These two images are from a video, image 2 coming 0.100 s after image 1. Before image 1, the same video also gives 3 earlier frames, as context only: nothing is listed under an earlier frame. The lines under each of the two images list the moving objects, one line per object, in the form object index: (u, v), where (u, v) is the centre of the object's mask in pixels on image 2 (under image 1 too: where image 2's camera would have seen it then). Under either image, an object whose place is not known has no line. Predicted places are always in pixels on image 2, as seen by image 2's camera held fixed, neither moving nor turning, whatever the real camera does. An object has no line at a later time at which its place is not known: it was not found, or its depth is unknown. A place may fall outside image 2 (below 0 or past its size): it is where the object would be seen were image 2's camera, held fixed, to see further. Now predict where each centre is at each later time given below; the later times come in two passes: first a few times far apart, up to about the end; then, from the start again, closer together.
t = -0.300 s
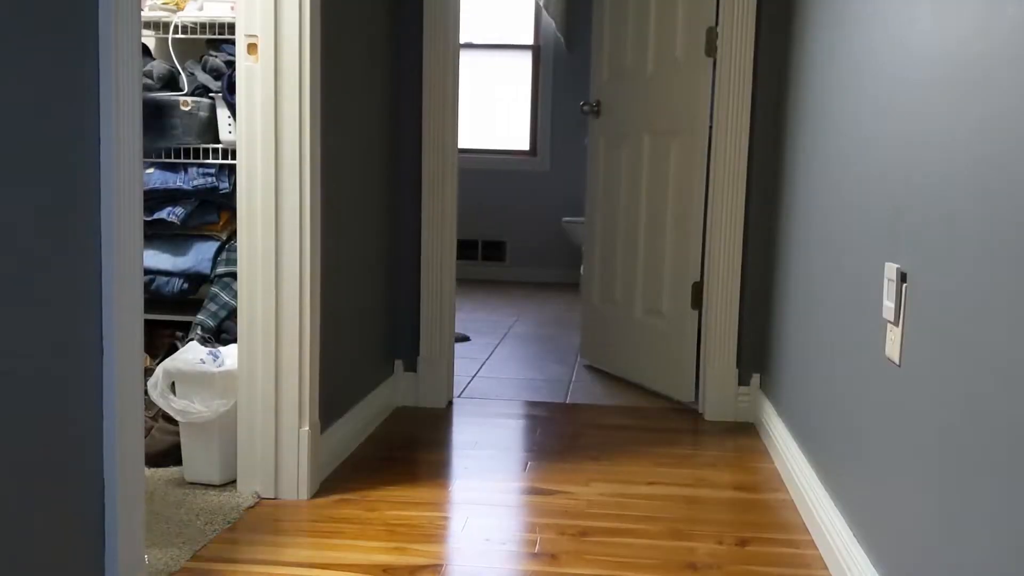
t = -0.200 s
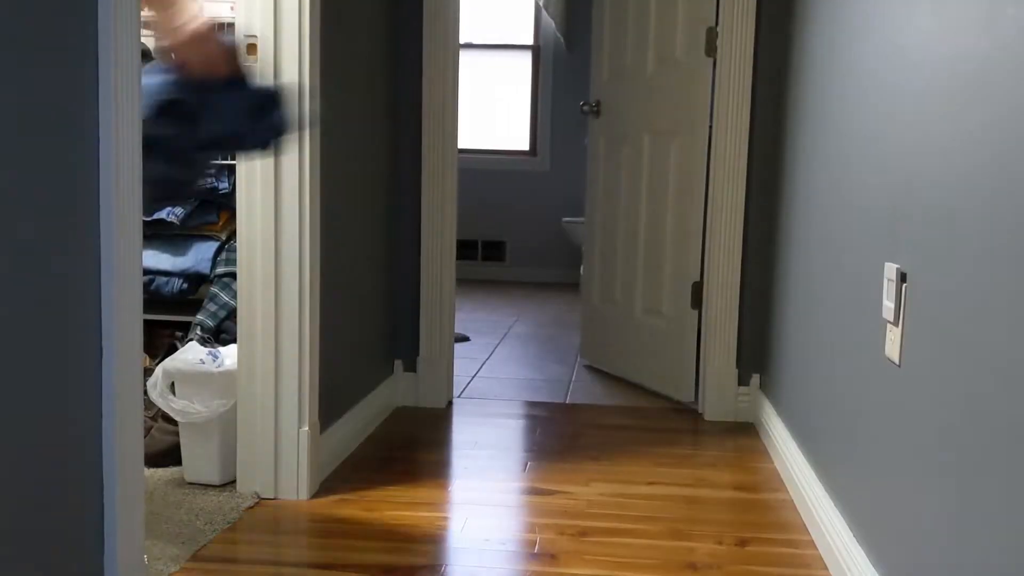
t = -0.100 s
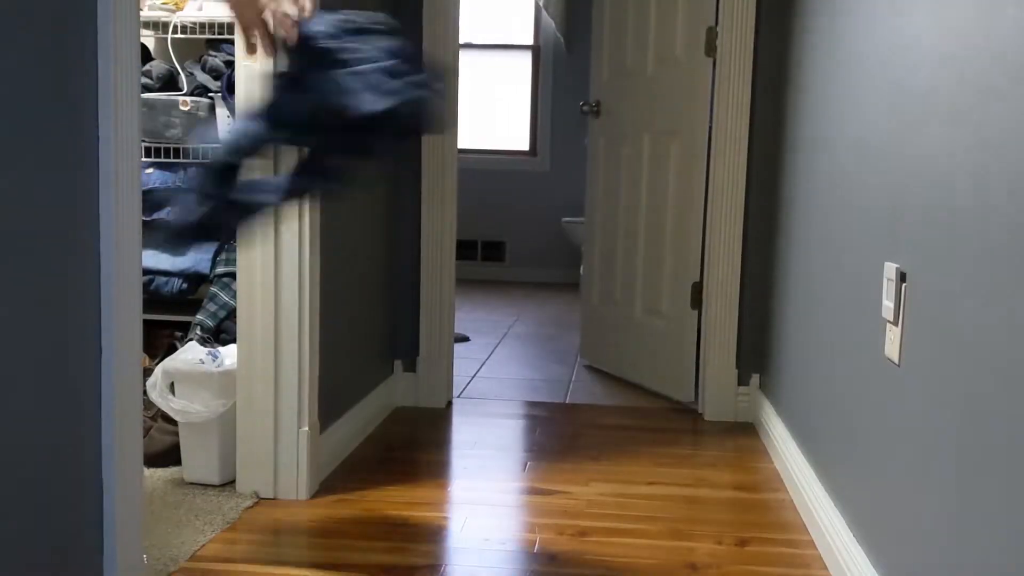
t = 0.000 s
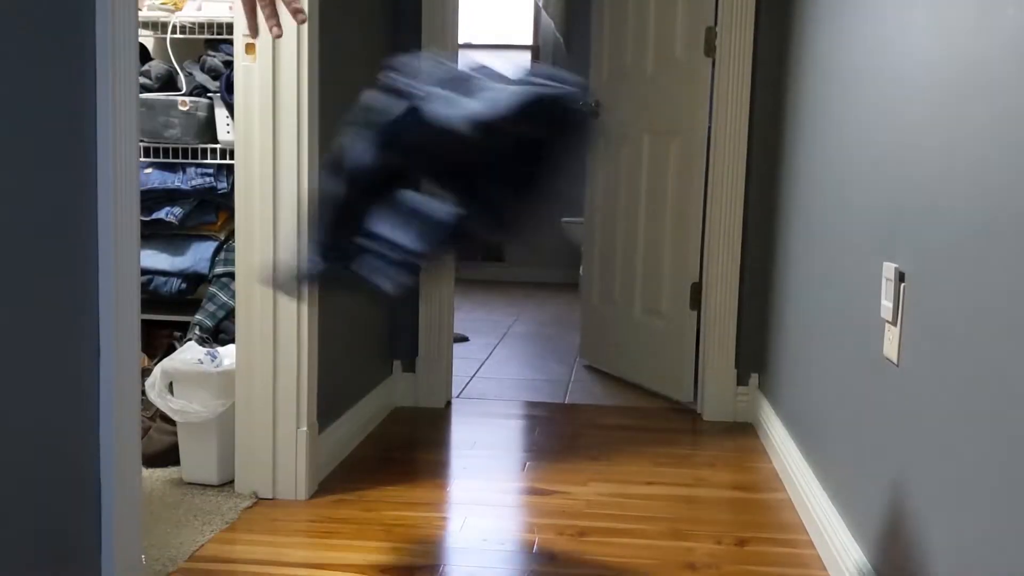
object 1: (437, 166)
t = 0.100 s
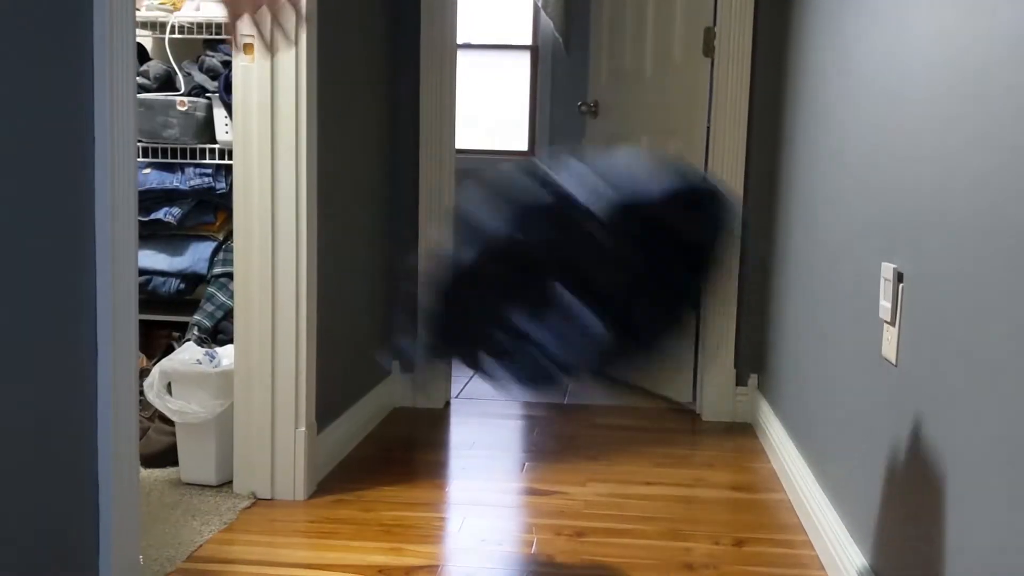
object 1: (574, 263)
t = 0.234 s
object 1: (788, 483)
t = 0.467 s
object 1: (768, 566)
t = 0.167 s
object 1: (675, 372)
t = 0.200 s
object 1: (720, 432)
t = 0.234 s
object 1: (788, 483)
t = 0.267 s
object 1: (784, 529)
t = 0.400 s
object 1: (789, 563)
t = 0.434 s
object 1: (781, 565)
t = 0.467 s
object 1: (768, 566)
